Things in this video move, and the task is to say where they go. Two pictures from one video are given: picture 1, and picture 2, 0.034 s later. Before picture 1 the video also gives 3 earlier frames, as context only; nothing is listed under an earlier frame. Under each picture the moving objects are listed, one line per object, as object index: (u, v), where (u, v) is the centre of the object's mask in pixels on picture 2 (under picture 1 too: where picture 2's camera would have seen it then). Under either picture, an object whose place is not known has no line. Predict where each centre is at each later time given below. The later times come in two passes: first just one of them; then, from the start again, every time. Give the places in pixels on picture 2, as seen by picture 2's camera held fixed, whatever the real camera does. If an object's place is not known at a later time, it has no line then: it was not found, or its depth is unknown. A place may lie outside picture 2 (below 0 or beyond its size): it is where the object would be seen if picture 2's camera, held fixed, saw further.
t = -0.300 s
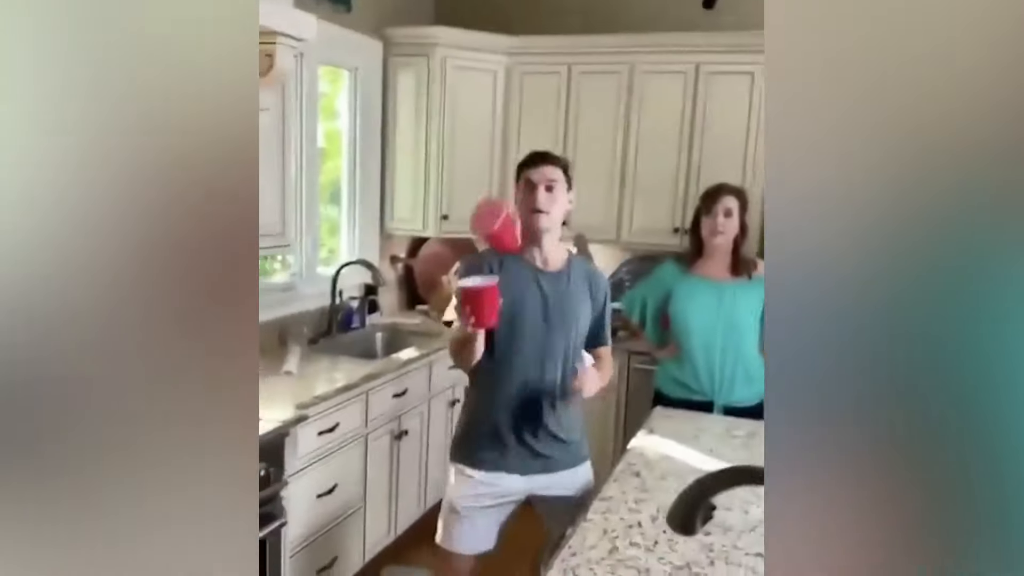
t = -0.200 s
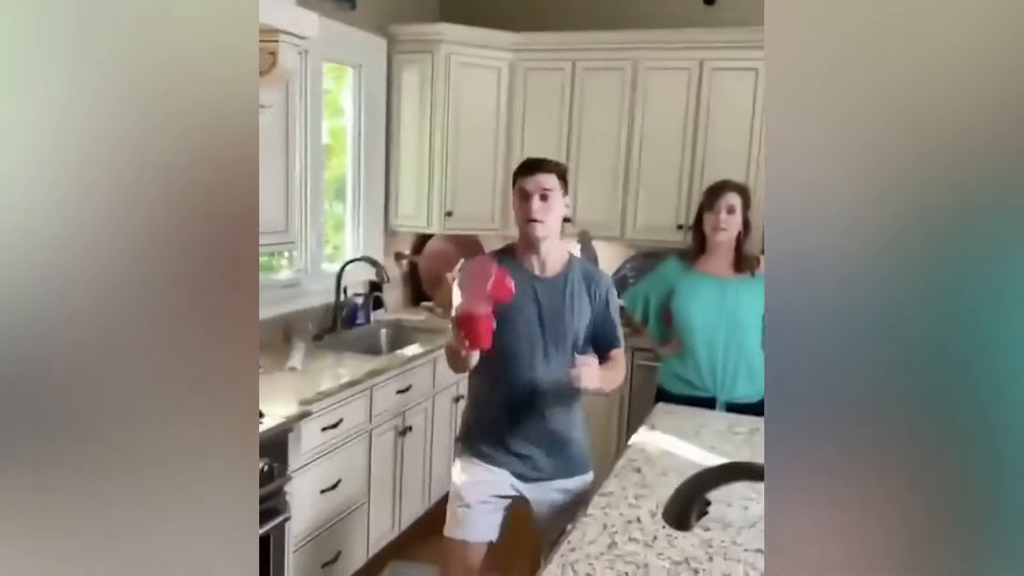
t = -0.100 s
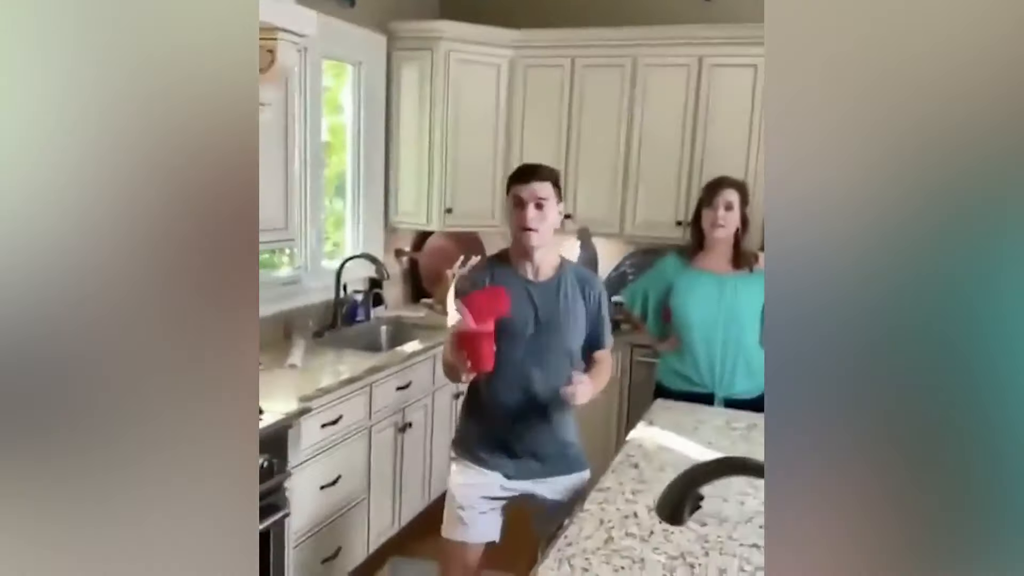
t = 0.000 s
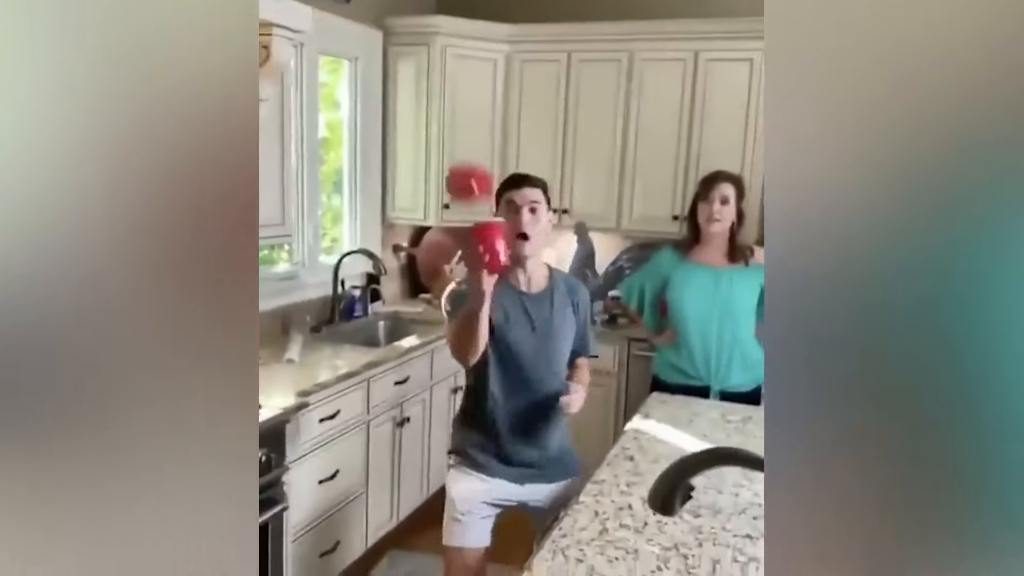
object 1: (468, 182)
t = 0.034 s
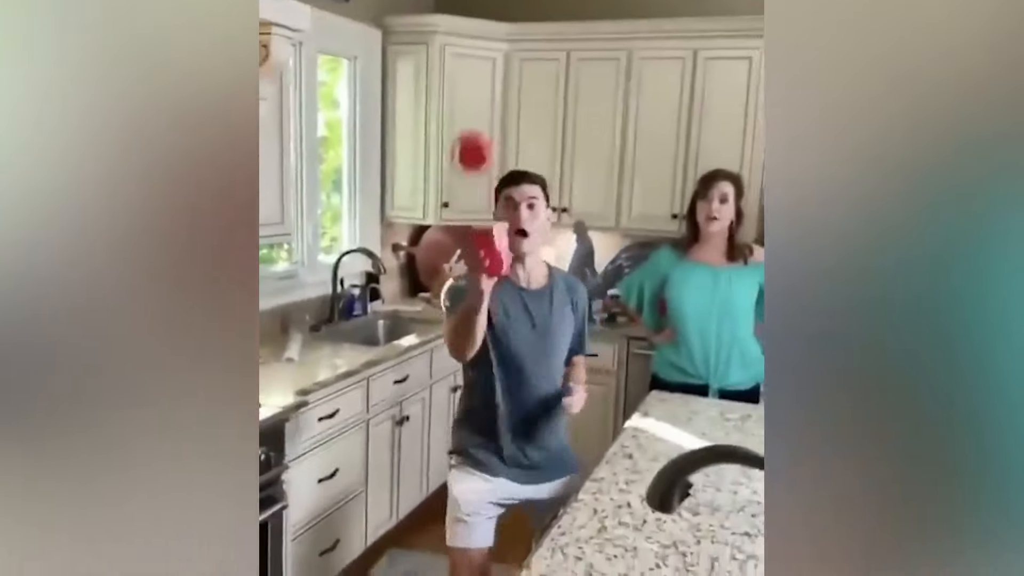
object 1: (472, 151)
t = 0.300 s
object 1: (475, 101)
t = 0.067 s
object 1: (476, 129)
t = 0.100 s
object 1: (476, 112)
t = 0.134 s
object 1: (476, 99)
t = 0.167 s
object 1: (475, 92)
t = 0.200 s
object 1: (474, 89)
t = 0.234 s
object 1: (475, 89)
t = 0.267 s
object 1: (476, 91)
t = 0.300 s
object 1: (475, 101)
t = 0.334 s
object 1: (470, 112)
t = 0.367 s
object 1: (469, 128)
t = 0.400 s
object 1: (469, 147)
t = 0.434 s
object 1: (470, 166)
